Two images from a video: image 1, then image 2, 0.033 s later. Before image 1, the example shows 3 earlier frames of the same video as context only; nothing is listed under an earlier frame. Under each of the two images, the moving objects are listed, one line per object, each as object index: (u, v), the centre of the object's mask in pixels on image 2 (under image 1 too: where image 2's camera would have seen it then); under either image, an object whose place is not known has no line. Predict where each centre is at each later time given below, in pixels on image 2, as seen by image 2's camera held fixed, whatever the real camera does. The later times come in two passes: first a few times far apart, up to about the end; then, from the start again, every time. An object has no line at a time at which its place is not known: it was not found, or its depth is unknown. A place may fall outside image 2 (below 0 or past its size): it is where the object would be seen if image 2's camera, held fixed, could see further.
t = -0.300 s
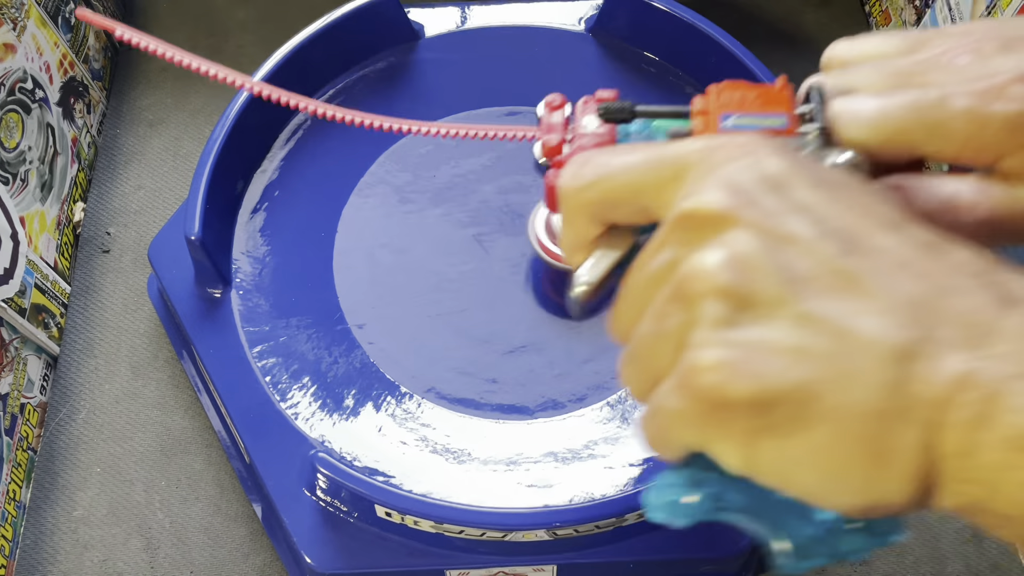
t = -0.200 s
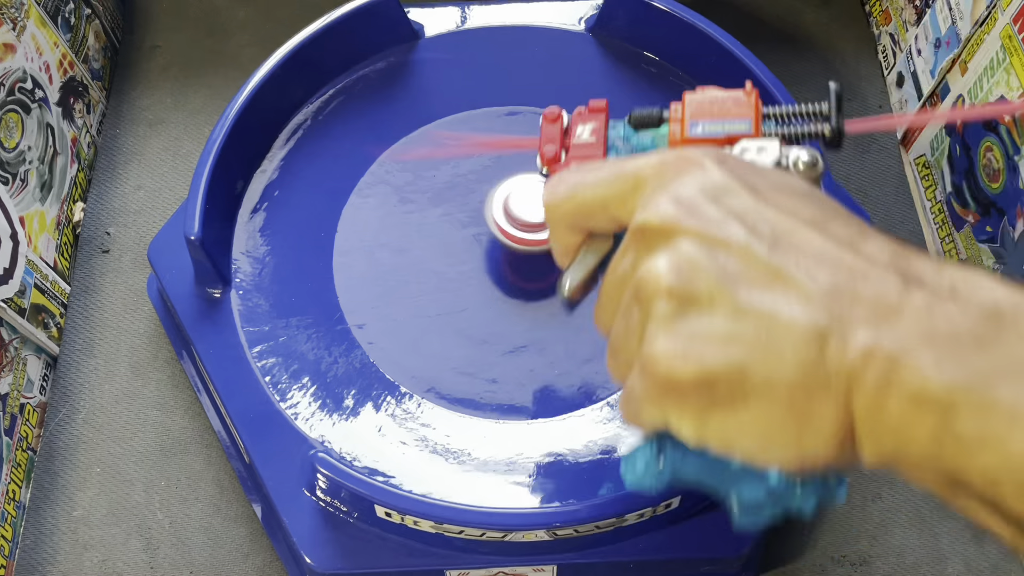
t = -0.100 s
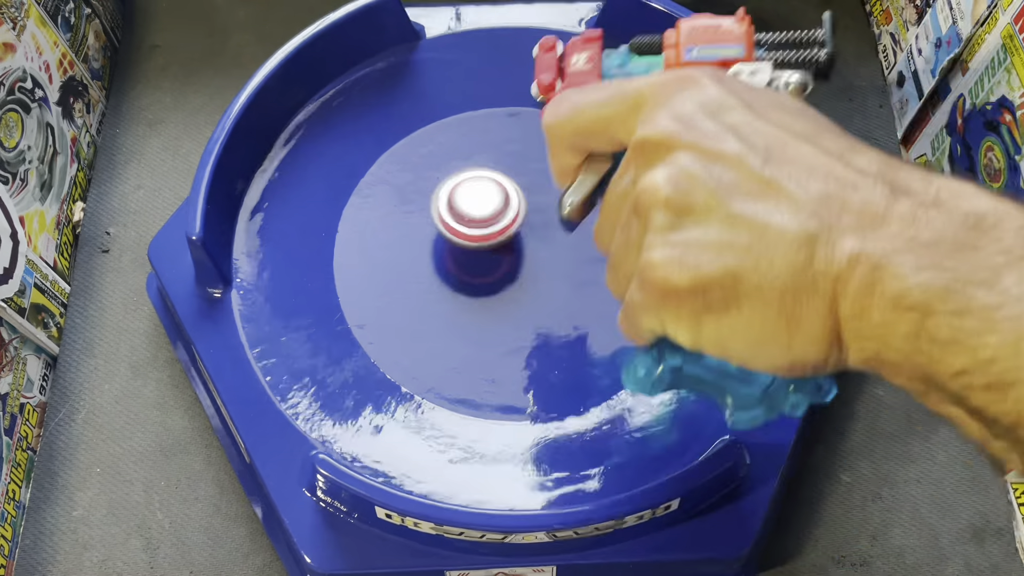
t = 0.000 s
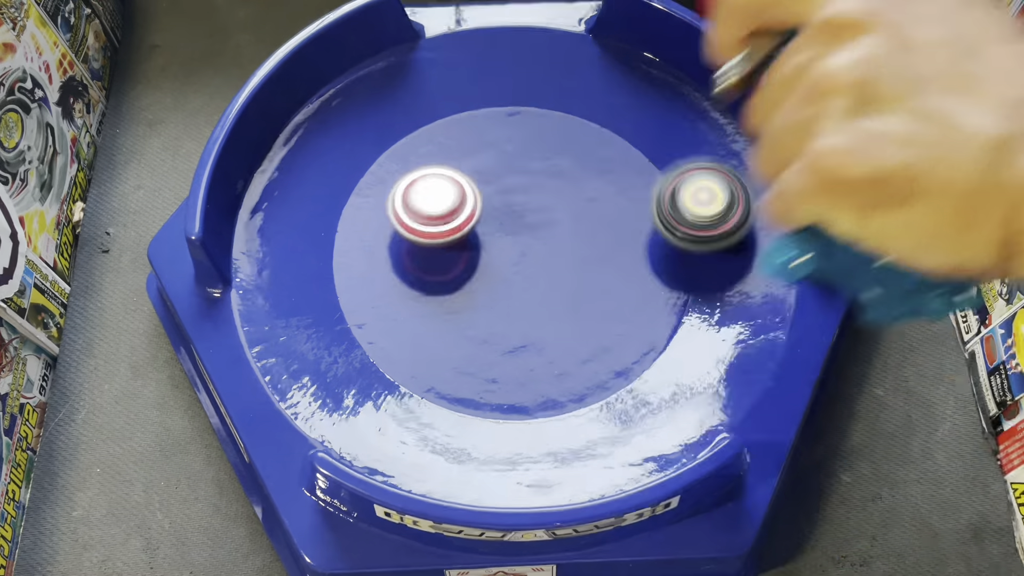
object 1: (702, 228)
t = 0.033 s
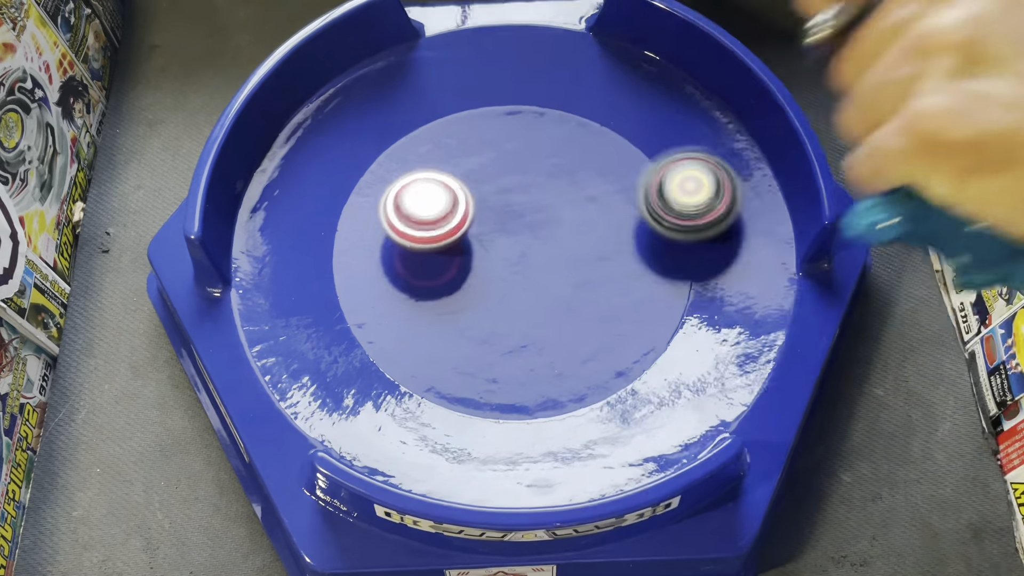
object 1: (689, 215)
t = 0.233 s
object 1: (580, 216)
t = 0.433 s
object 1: (520, 311)
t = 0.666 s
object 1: (584, 439)
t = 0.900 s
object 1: (684, 380)
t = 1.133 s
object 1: (583, 293)
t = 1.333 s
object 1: (597, 270)
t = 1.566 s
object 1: (534, 223)
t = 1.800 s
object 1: (418, 239)
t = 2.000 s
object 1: (430, 157)
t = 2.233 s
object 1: (356, 173)
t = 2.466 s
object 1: (303, 229)
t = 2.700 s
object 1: (309, 315)
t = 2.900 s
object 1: (426, 343)
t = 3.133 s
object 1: (521, 266)
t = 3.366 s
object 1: (443, 411)
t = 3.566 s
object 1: (542, 336)
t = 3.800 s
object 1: (650, 293)
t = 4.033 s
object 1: (704, 230)
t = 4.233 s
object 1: (654, 166)
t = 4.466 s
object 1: (583, 179)
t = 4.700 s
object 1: (542, 237)
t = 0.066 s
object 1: (672, 206)
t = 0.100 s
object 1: (655, 199)
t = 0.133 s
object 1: (635, 196)
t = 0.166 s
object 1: (616, 198)
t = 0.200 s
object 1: (597, 205)
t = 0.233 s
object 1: (580, 216)
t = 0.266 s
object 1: (564, 229)
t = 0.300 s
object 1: (551, 245)
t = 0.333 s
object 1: (537, 261)
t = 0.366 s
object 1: (527, 276)
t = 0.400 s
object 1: (519, 294)
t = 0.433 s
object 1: (520, 311)
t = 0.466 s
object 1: (530, 326)
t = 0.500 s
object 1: (537, 344)
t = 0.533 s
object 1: (544, 369)
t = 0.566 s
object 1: (552, 388)
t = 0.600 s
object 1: (559, 408)
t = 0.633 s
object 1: (569, 427)
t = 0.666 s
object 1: (584, 439)
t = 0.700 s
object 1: (604, 440)
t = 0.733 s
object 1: (624, 439)
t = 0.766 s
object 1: (642, 432)
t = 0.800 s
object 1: (657, 422)
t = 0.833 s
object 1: (669, 410)
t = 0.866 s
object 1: (679, 396)
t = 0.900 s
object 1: (684, 380)
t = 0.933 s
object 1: (684, 360)
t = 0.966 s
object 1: (678, 338)
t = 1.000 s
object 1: (666, 321)
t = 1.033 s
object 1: (650, 309)
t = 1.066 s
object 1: (631, 301)
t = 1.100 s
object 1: (607, 294)
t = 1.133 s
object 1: (583, 293)
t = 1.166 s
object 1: (558, 294)
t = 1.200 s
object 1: (534, 296)
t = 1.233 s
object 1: (530, 294)
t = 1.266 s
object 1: (561, 285)
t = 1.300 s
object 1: (582, 277)
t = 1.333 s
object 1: (597, 270)
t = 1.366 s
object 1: (604, 264)
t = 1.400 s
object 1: (604, 257)
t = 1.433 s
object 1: (596, 250)
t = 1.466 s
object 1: (584, 241)
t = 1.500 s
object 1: (569, 234)
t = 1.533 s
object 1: (552, 227)
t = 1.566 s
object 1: (534, 223)
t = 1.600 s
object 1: (515, 221)
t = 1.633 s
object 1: (496, 219)
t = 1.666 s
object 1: (477, 222)
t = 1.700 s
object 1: (459, 228)
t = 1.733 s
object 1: (442, 236)
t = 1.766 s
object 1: (428, 239)
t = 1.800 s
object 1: (418, 239)
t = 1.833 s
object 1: (428, 222)
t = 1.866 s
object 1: (436, 202)
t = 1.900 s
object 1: (442, 184)
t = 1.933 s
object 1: (442, 172)
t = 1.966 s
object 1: (438, 163)
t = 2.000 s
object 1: (430, 157)
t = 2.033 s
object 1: (420, 152)
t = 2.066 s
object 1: (409, 149)
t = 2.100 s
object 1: (397, 146)
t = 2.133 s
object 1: (386, 146)
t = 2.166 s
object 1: (376, 149)
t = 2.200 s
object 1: (366, 158)
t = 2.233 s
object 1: (356, 173)
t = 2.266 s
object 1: (349, 189)
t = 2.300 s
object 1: (345, 206)
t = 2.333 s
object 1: (345, 219)
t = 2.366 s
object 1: (351, 230)
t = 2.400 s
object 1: (360, 239)
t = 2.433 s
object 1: (331, 232)
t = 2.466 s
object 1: (303, 229)
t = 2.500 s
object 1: (289, 230)
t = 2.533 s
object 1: (282, 236)
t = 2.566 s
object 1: (280, 247)
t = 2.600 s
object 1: (282, 263)
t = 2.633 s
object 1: (287, 281)
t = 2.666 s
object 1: (296, 298)
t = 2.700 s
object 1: (309, 315)
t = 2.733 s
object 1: (328, 329)
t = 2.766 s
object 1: (347, 341)
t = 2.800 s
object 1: (368, 349)
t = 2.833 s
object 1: (389, 352)
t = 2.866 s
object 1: (408, 348)
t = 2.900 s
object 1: (426, 343)
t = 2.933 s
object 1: (443, 331)
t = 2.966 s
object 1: (459, 321)
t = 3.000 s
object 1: (474, 311)
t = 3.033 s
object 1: (488, 300)
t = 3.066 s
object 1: (500, 289)
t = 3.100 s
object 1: (511, 277)
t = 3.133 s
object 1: (521, 266)
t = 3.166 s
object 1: (529, 253)
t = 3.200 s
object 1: (539, 242)
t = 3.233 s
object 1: (518, 284)
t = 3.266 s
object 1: (472, 368)
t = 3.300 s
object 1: (436, 430)
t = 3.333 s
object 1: (436, 429)
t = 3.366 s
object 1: (443, 411)
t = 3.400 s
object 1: (455, 399)
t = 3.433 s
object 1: (470, 388)
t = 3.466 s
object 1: (488, 378)
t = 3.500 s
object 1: (507, 366)
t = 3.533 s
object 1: (524, 350)
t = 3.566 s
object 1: (542, 336)
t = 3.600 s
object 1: (557, 322)
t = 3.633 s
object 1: (571, 309)
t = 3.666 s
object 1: (587, 304)
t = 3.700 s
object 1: (608, 308)
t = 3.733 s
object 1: (623, 306)
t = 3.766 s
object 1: (638, 300)
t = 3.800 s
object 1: (650, 293)
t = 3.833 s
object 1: (662, 287)
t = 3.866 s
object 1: (673, 279)
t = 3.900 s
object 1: (683, 271)
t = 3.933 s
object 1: (692, 263)
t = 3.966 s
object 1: (700, 254)
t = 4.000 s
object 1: (704, 243)
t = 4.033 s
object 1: (704, 230)
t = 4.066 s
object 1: (701, 217)
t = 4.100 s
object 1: (697, 205)
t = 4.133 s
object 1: (688, 193)
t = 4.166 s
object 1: (679, 183)
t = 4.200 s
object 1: (667, 174)
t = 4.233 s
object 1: (654, 166)
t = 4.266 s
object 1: (643, 161)
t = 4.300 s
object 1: (631, 159)
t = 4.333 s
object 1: (620, 159)
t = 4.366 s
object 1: (610, 162)
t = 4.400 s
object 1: (600, 166)
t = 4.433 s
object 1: (591, 172)
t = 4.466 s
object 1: (583, 179)
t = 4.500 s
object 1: (575, 188)
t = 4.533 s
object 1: (569, 196)
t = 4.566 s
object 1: (563, 204)
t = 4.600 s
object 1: (558, 212)
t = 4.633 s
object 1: (553, 220)
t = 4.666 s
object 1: (548, 229)
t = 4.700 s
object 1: (542, 237)
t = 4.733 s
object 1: (536, 246)
